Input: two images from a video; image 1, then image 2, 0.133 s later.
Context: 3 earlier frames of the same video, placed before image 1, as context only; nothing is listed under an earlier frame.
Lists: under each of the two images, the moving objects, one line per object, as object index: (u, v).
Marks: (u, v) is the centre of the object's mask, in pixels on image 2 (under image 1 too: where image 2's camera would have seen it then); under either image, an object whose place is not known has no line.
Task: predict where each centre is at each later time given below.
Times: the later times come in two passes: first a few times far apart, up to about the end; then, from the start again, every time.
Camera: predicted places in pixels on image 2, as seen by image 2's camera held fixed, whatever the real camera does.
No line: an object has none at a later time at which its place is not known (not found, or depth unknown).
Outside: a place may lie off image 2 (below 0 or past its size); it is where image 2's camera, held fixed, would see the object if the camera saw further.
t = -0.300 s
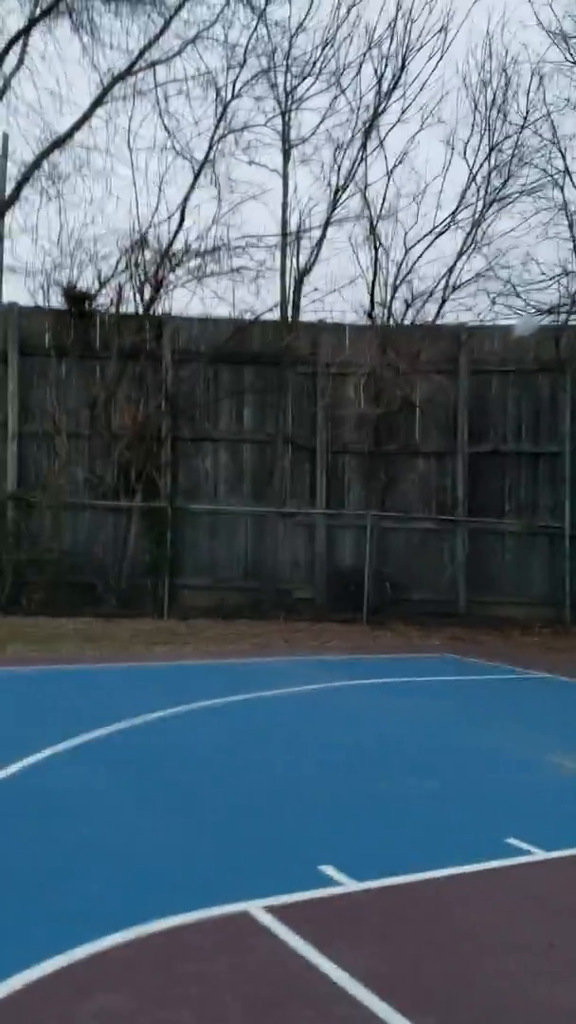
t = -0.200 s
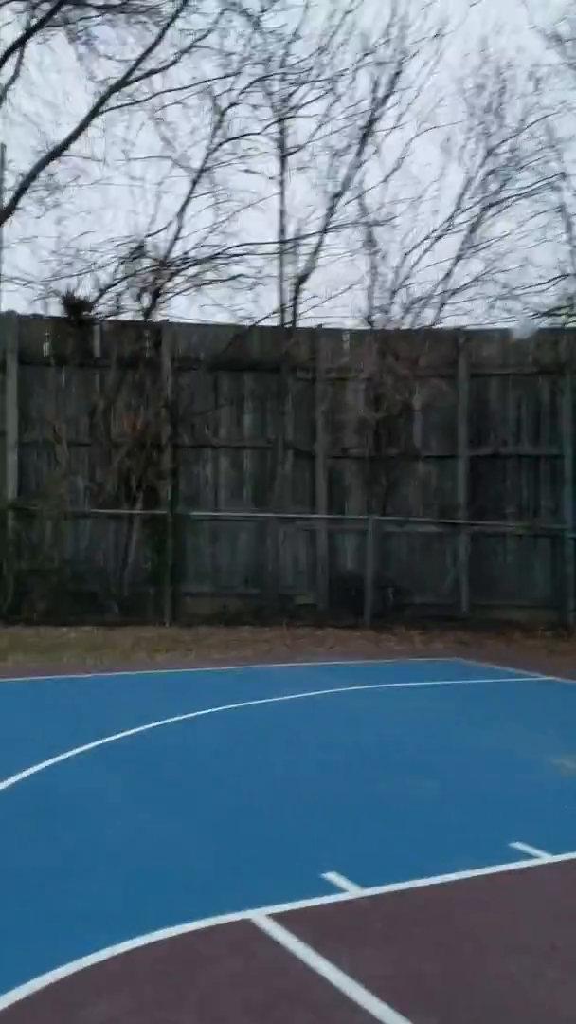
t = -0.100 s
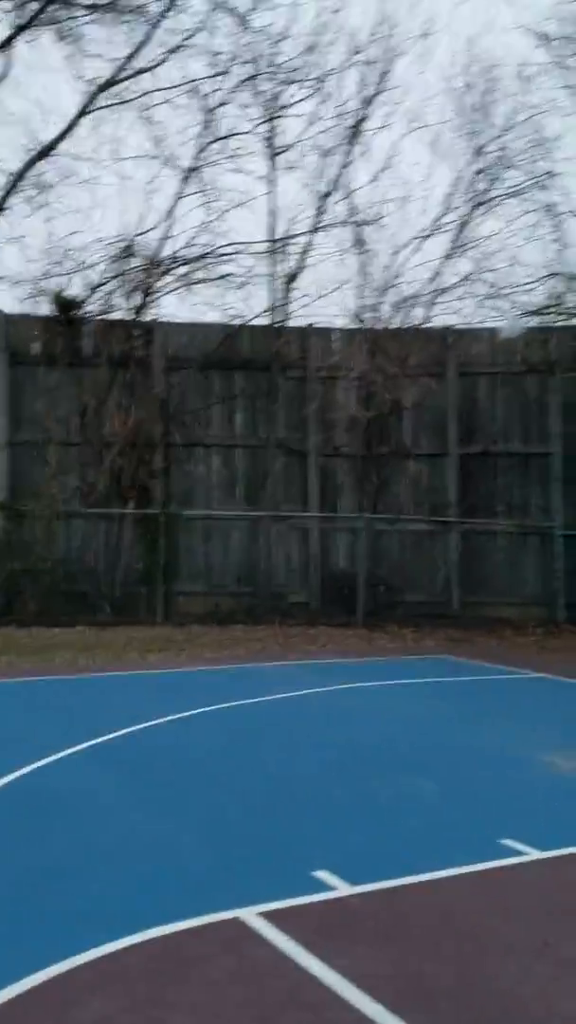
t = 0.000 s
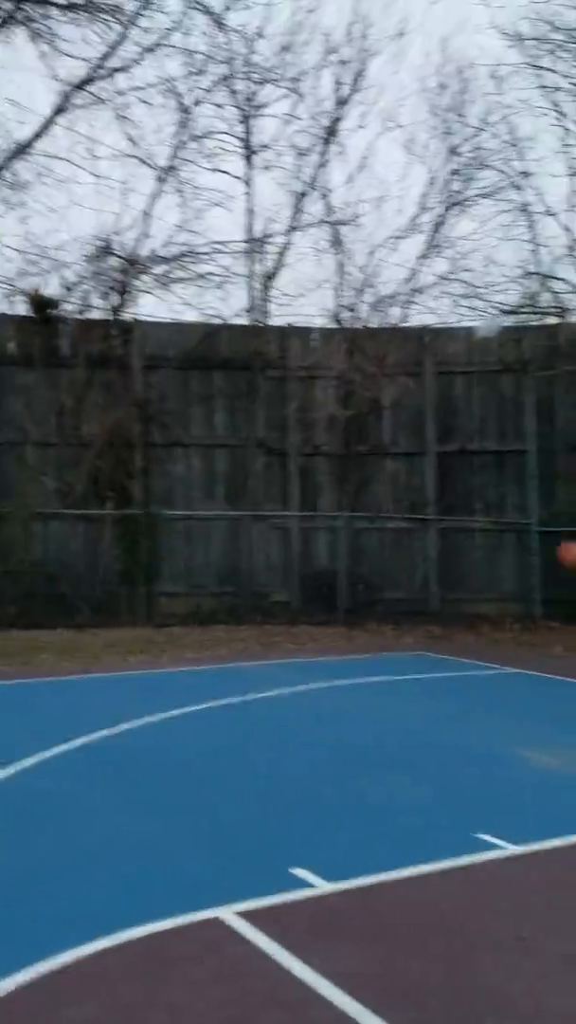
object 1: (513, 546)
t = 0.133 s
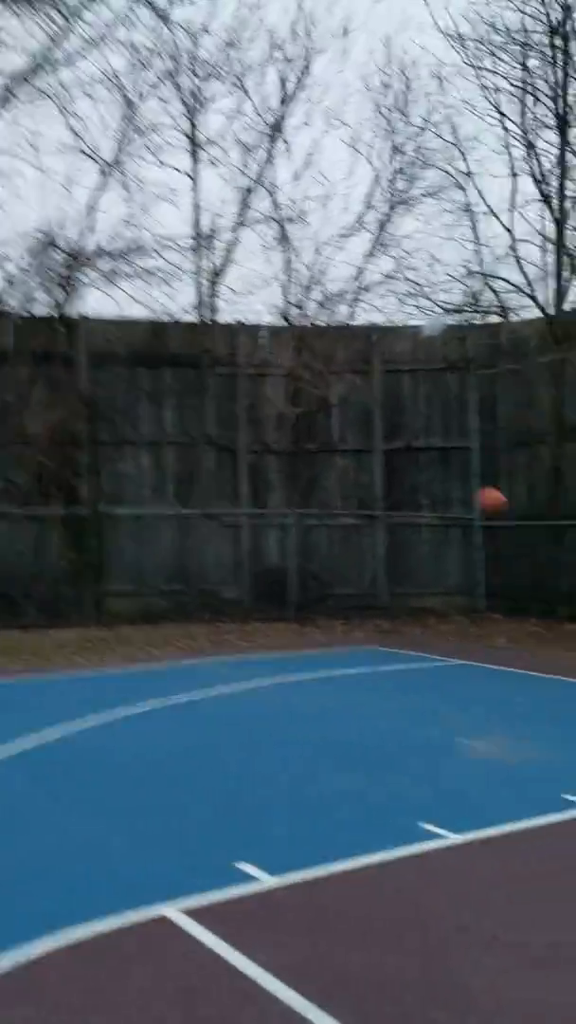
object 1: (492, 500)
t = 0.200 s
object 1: (482, 485)
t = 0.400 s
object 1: (457, 471)
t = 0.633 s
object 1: (430, 502)
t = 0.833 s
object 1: (413, 562)
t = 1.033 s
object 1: (399, 640)
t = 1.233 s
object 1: (385, 580)
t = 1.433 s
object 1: (374, 557)
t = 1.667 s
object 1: (363, 567)
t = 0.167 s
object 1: (487, 491)
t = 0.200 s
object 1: (482, 485)
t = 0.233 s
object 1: (478, 480)
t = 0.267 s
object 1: (472, 476)
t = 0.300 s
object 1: (468, 473)
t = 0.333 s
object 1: (462, 471)
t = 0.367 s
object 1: (459, 470)
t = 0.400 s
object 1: (457, 471)
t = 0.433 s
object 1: (451, 473)
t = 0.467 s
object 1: (447, 475)
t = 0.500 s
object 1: (444, 478)
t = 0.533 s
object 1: (440, 483)
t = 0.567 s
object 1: (436, 488)
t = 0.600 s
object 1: (433, 494)
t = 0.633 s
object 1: (430, 502)
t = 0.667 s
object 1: (426, 509)
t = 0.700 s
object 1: (423, 518)
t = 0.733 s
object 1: (422, 528)
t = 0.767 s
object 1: (418, 538)
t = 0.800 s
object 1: (416, 550)
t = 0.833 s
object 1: (413, 562)
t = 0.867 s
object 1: (411, 576)
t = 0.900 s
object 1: (408, 589)
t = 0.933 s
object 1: (405, 603)
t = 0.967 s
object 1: (403, 618)
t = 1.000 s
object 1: (401, 634)
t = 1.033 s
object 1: (399, 640)
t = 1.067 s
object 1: (396, 629)
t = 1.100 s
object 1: (393, 615)
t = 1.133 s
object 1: (391, 605)
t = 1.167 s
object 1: (389, 596)
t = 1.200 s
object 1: (387, 588)
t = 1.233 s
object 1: (385, 580)
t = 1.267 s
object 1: (383, 575)
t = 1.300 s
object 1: (381, 569)
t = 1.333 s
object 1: (379, 565)
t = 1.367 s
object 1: (378, 562)
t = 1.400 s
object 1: (376, 560)
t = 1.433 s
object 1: (374, 557)
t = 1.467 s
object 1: (371, 555)
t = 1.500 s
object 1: (371, 556)
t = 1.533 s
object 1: (370, 557)
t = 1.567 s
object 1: (367, 559)
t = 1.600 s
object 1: (367, 561)
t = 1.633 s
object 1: (366, 563)
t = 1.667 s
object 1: (363, 567)
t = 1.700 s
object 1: (363, 571)
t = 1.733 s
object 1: (361, 578)
